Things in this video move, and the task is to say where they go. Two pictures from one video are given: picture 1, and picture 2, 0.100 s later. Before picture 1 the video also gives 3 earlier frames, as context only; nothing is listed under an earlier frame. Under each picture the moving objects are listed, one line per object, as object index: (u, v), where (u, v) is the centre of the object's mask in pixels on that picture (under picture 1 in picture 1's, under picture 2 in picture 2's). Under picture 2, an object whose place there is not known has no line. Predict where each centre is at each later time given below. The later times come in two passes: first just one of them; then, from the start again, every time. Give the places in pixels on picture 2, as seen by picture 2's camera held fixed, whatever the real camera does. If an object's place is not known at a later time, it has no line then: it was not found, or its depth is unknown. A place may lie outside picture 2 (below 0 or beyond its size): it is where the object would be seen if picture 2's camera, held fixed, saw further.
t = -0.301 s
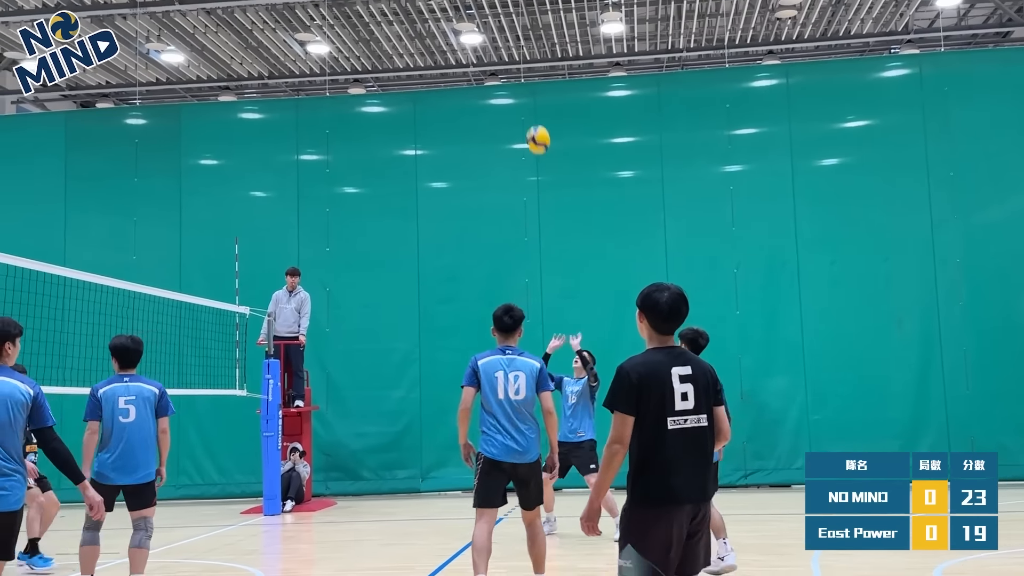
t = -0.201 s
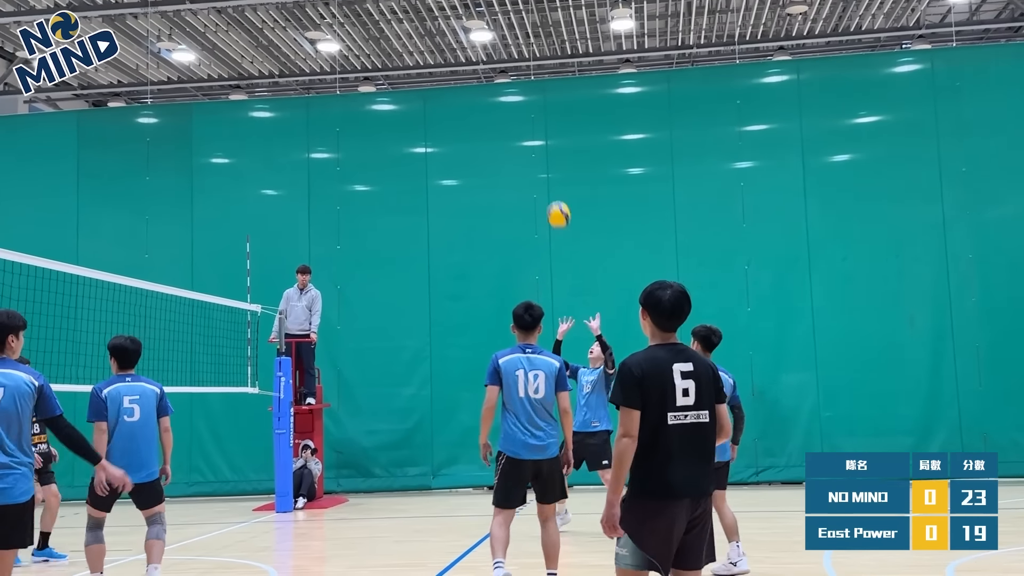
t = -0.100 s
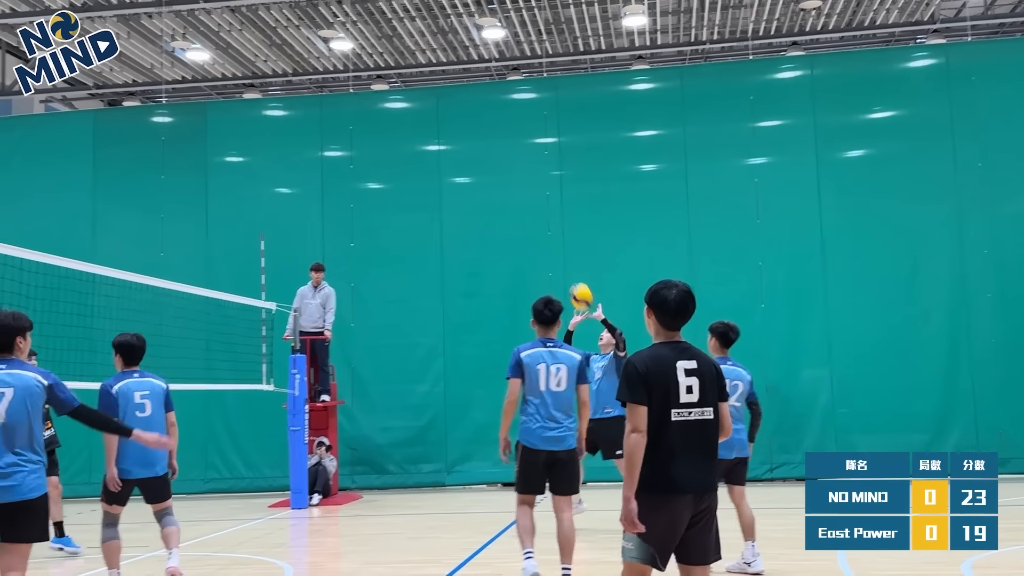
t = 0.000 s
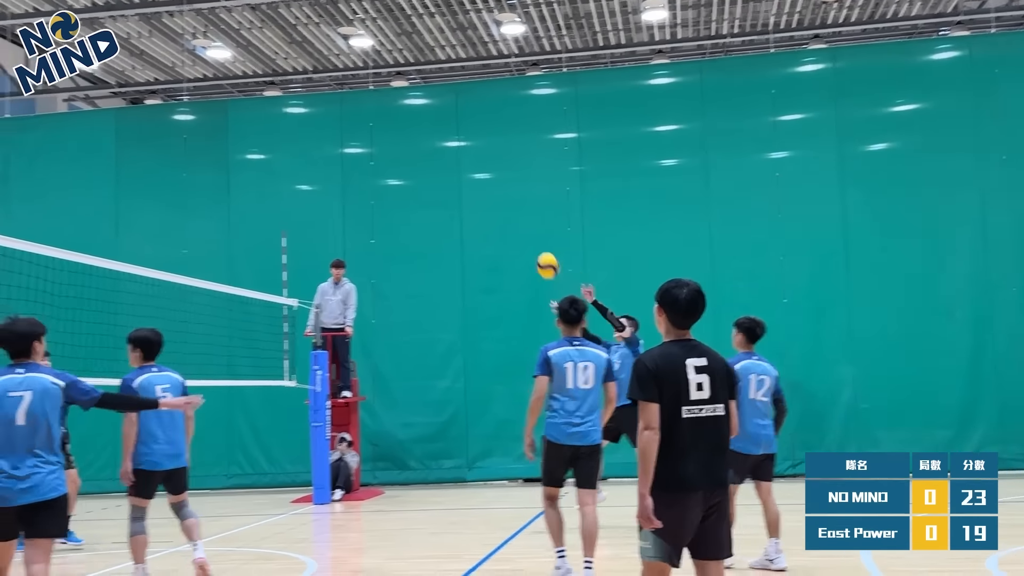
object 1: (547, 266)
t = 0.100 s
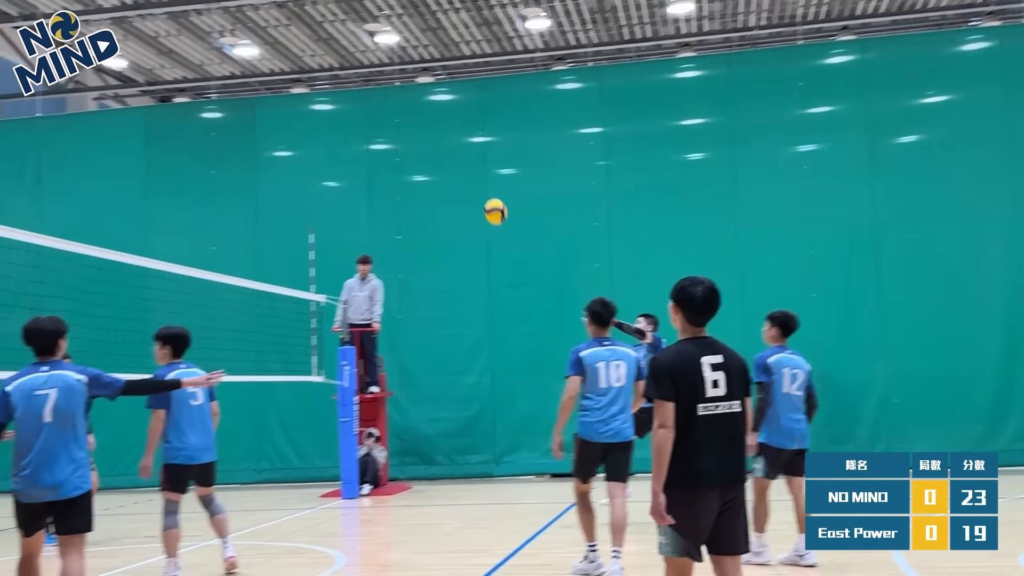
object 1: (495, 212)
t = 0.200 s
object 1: (419, 174)
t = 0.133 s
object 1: (469, 198)
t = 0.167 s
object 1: (444, 185)
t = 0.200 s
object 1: (419, 174)
